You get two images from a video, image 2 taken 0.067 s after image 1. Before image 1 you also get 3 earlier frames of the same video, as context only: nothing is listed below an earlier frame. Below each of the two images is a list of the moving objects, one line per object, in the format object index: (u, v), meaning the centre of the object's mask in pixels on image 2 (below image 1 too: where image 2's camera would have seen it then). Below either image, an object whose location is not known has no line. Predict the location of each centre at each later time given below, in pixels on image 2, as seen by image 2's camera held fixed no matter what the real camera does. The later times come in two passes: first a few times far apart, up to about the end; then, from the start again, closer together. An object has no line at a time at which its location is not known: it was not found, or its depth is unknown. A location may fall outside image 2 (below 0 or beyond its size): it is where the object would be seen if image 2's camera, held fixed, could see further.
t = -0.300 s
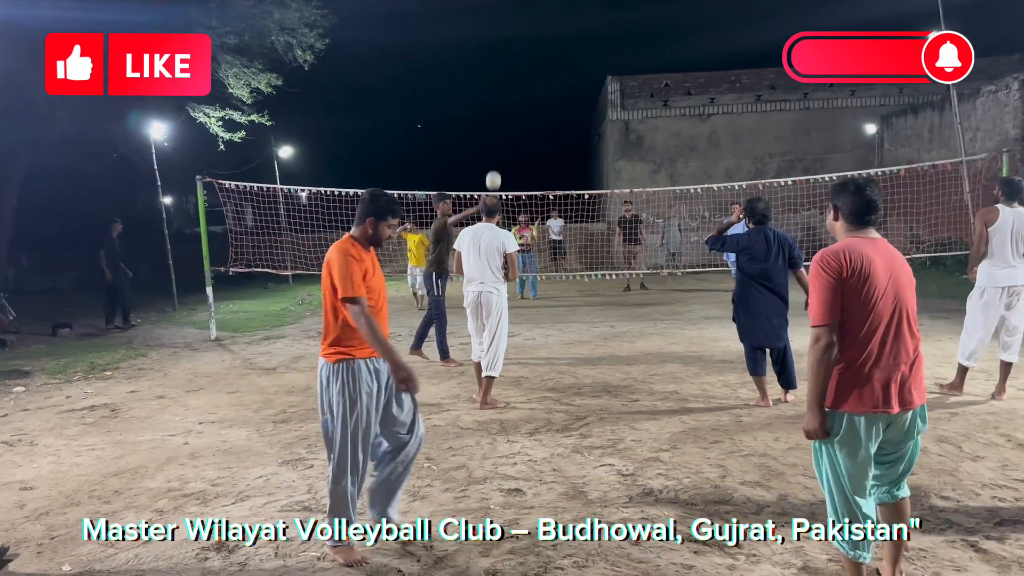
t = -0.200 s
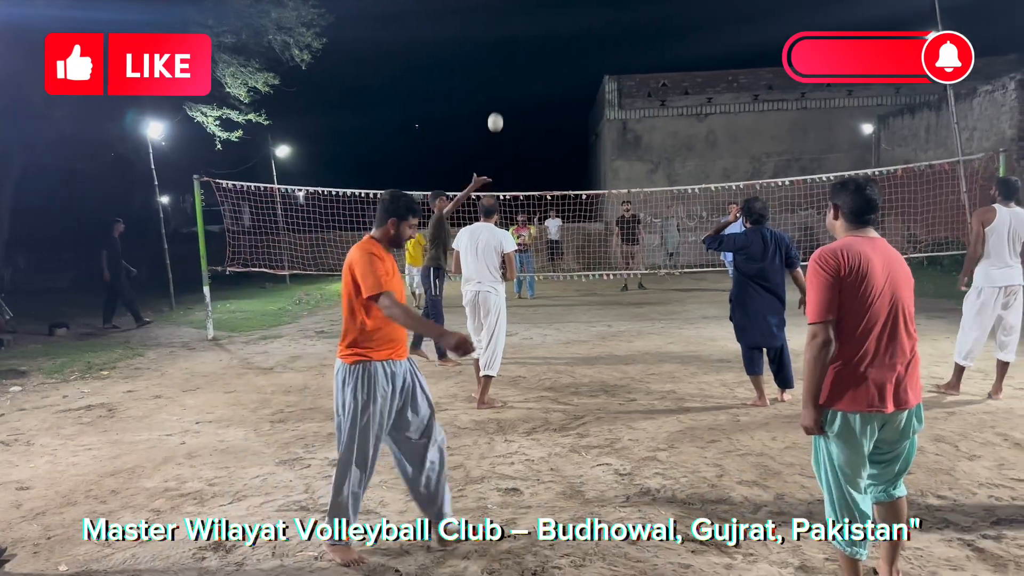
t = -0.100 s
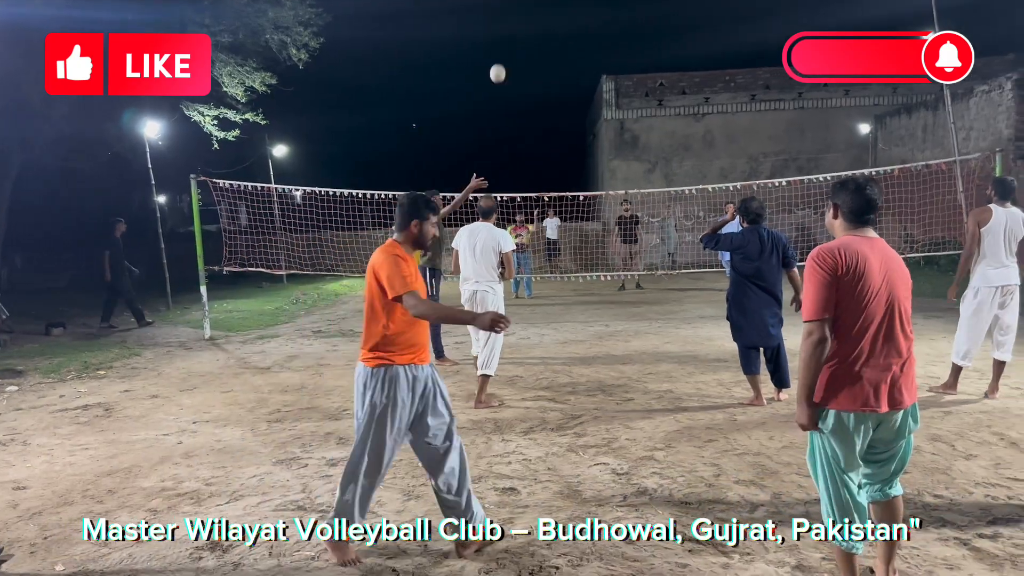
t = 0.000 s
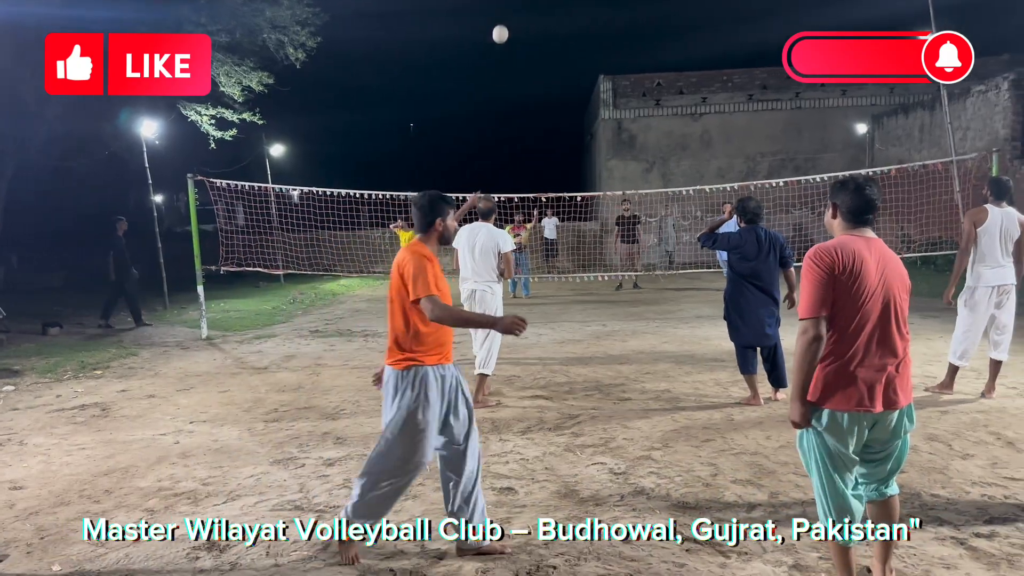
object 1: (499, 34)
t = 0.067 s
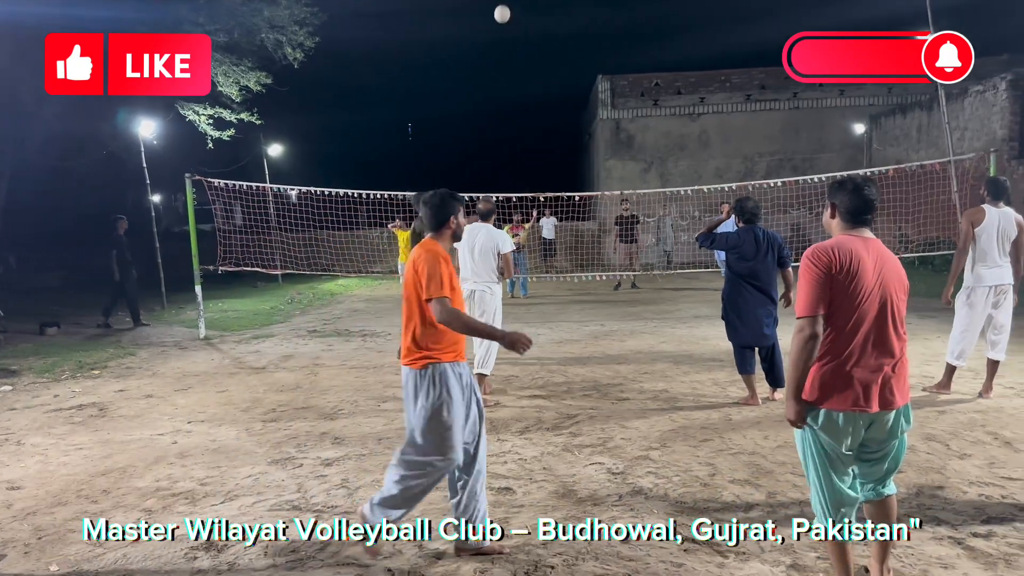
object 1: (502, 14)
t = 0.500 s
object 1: (529, 3)
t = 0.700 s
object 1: (542, 65)
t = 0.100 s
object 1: (504, 7)
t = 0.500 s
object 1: (529, 3)
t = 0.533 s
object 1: (531, 7)
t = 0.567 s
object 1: (533, 16)
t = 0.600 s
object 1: (535, 27)
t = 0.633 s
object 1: (537, 38)
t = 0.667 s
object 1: (540, 51)
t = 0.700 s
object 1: (542, 65)
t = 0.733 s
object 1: (545, 81)
